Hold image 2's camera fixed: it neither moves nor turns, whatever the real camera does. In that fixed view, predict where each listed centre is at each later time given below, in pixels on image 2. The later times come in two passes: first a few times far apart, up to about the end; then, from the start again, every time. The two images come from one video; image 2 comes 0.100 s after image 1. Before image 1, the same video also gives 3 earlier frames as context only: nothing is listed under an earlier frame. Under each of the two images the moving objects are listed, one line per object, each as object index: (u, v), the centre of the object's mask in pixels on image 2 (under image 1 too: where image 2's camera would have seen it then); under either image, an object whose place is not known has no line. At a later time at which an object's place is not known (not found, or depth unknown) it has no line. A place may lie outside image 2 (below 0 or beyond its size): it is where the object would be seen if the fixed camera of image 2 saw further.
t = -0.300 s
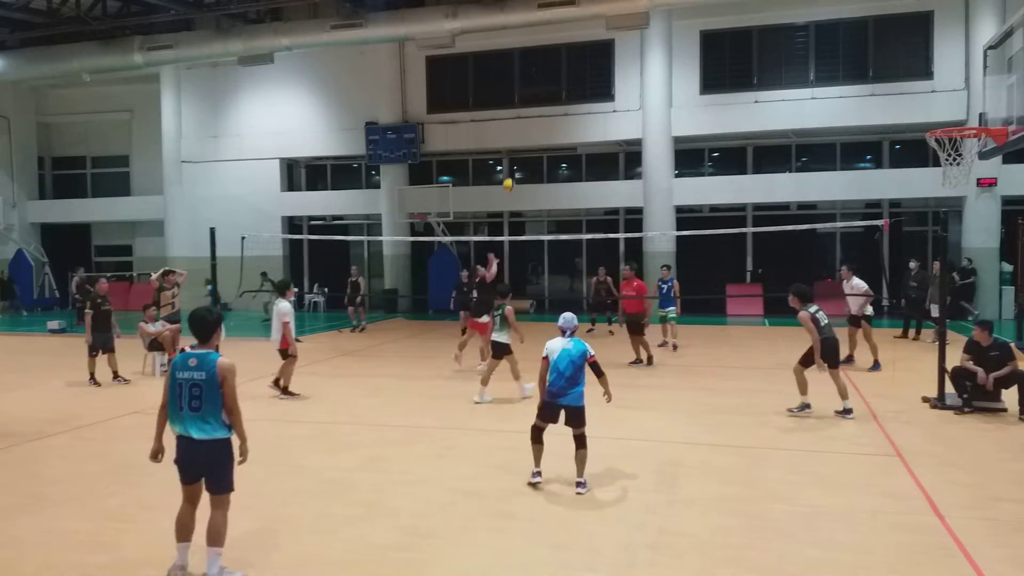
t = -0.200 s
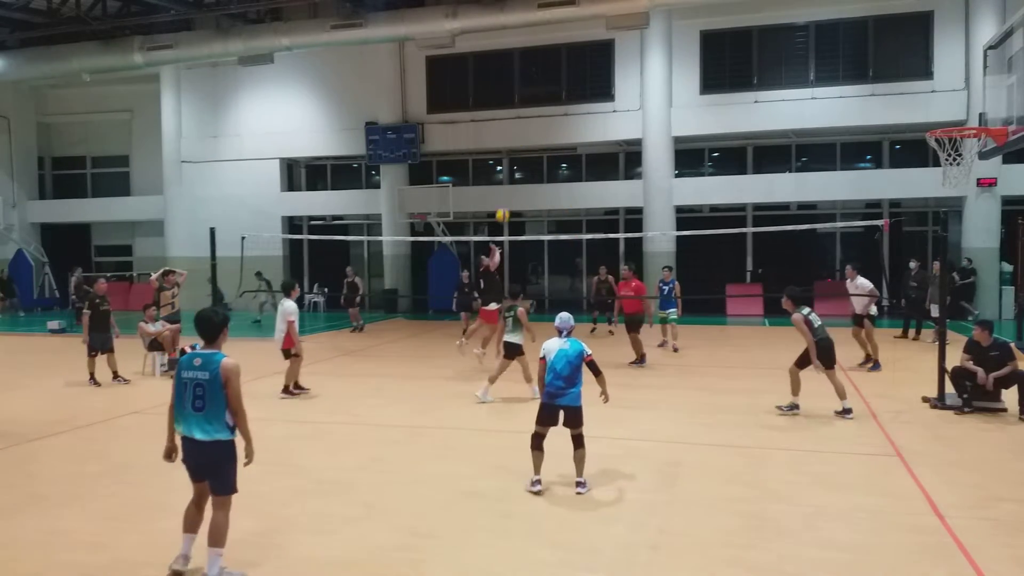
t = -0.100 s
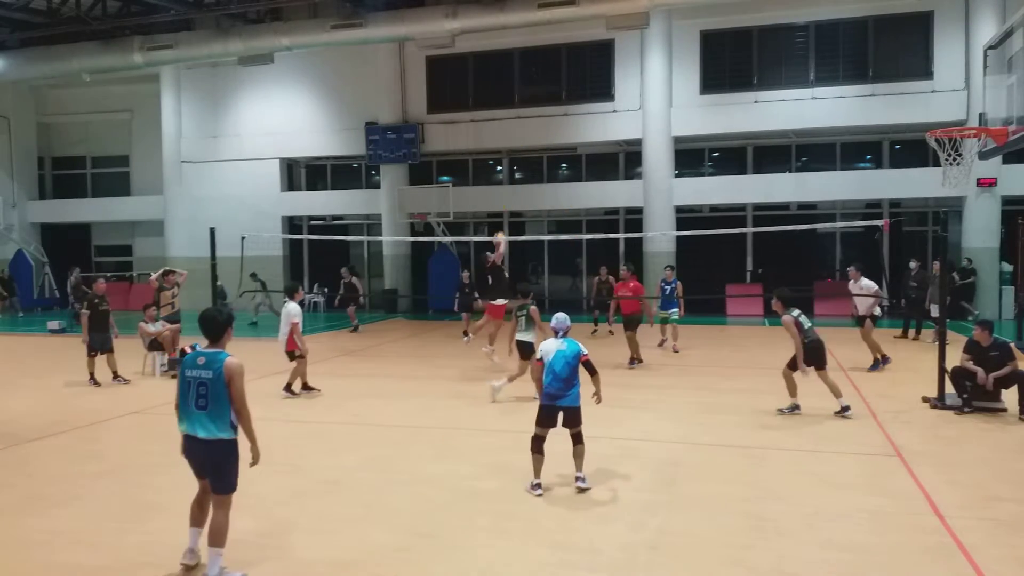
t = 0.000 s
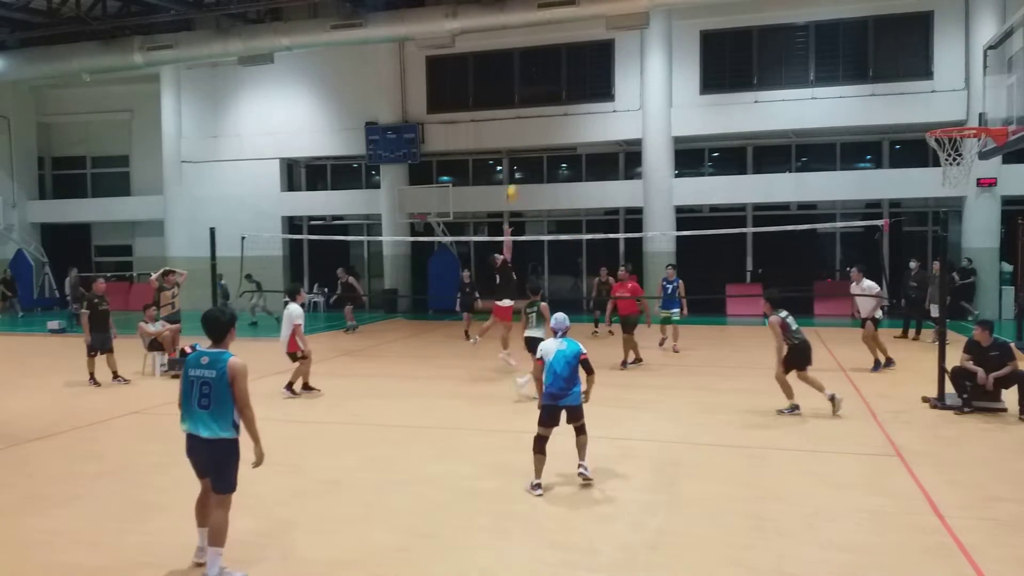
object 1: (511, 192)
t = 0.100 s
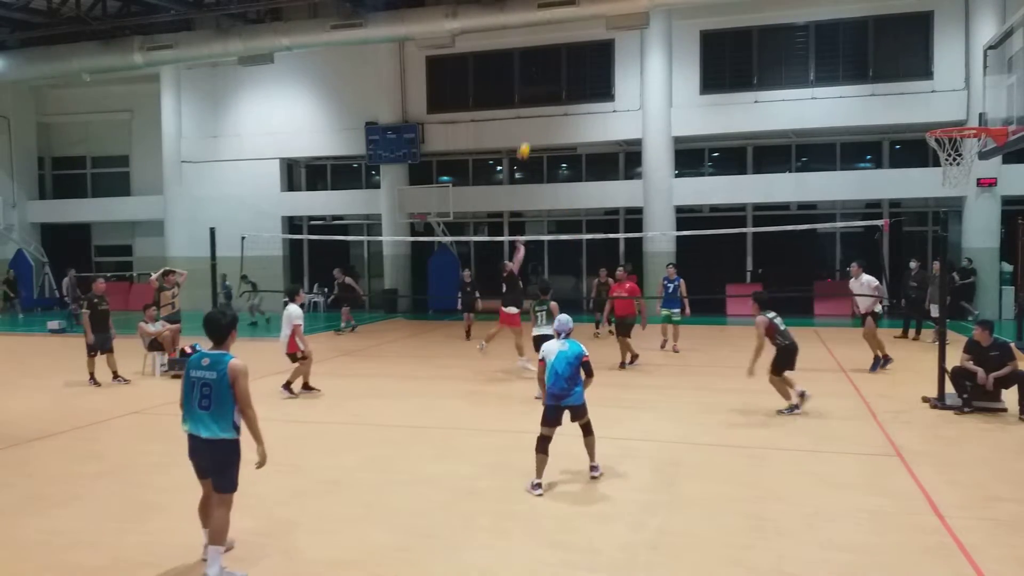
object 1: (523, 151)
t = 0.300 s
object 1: (548, 84)
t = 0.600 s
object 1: (586, 34)
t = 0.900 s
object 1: (622, 43)
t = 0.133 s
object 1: (529, 136)
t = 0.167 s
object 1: (532, 125)
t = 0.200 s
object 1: (536, 113)
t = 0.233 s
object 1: (540, 103)
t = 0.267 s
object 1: (544, 93)
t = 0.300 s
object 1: (548, 84)
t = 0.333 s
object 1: (553, 75)
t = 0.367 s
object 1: (557, 68)
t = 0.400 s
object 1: (561, 61)
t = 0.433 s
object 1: (564, 54)
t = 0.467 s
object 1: (569, 49)
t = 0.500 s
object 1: (573, 44)
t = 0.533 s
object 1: (577, 41)
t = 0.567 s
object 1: (581, 37)
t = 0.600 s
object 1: (586, 34)
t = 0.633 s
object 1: (590, 32)
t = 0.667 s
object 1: (594, 31)
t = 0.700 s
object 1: (597, 31)
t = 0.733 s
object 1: (602, 31)
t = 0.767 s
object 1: (606, 32)
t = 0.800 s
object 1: (609, 34)
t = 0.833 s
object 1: (613, 36)
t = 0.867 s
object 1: (618, 40)
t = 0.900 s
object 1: (622, 43)
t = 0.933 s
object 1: (626, 48)
